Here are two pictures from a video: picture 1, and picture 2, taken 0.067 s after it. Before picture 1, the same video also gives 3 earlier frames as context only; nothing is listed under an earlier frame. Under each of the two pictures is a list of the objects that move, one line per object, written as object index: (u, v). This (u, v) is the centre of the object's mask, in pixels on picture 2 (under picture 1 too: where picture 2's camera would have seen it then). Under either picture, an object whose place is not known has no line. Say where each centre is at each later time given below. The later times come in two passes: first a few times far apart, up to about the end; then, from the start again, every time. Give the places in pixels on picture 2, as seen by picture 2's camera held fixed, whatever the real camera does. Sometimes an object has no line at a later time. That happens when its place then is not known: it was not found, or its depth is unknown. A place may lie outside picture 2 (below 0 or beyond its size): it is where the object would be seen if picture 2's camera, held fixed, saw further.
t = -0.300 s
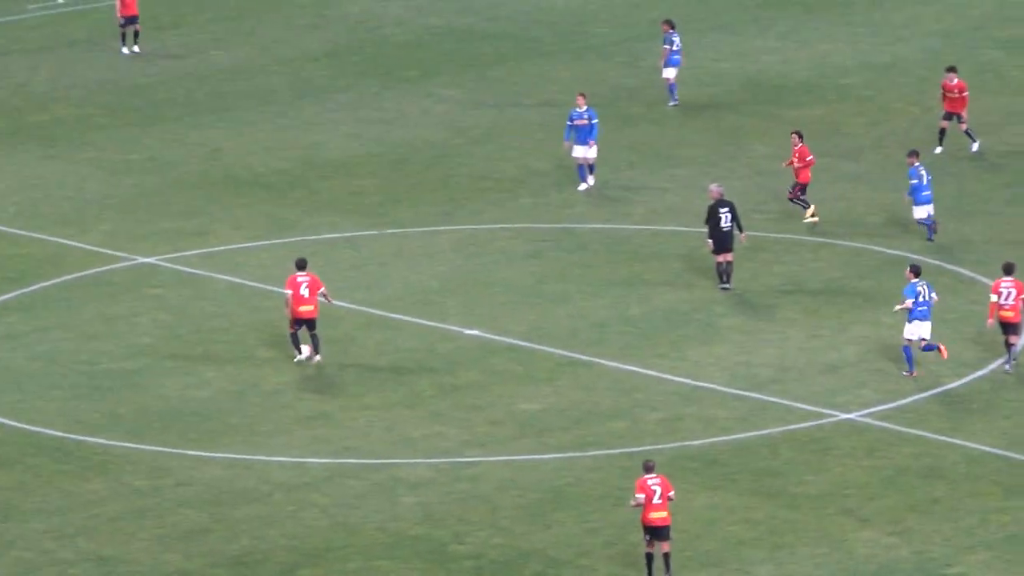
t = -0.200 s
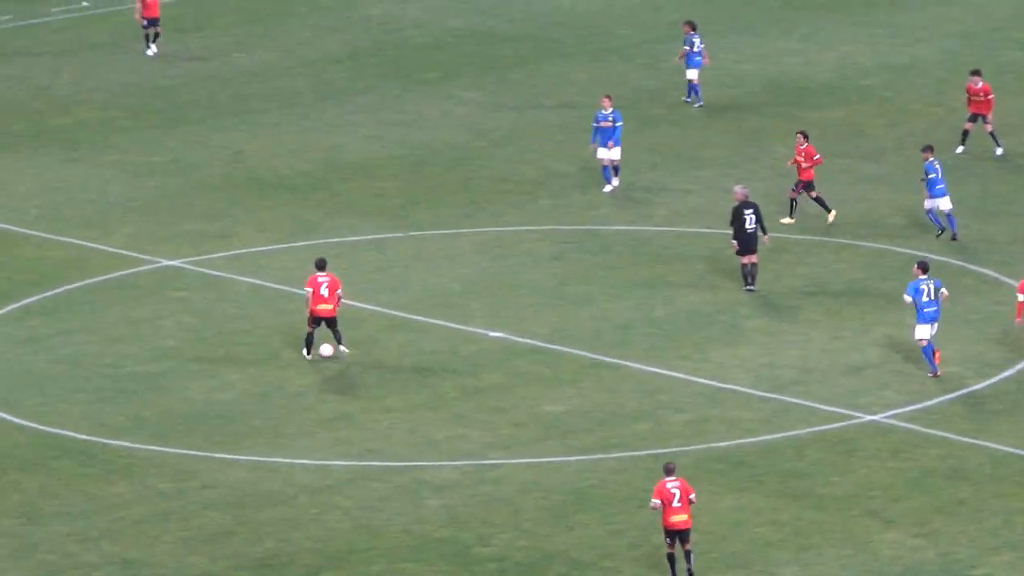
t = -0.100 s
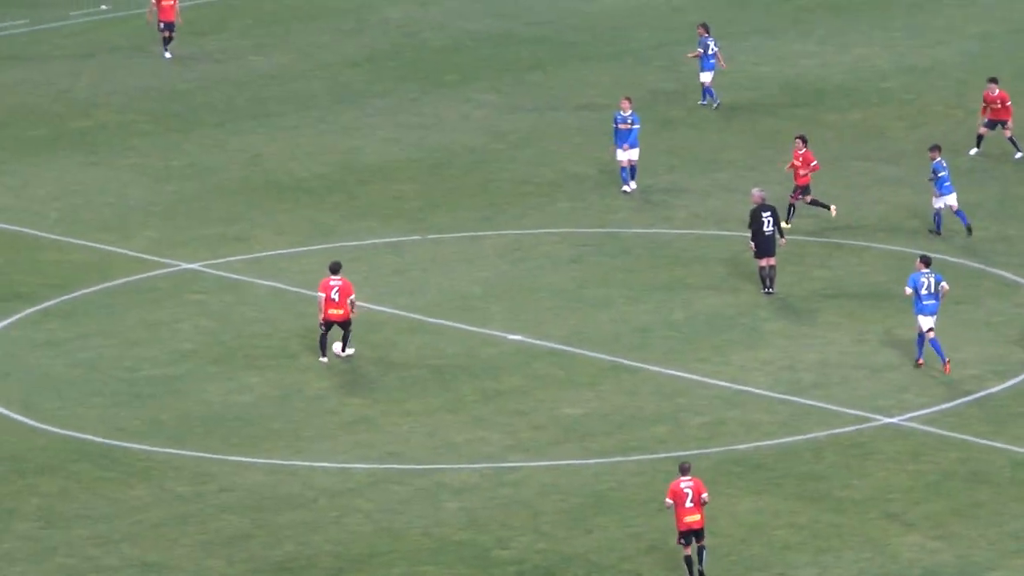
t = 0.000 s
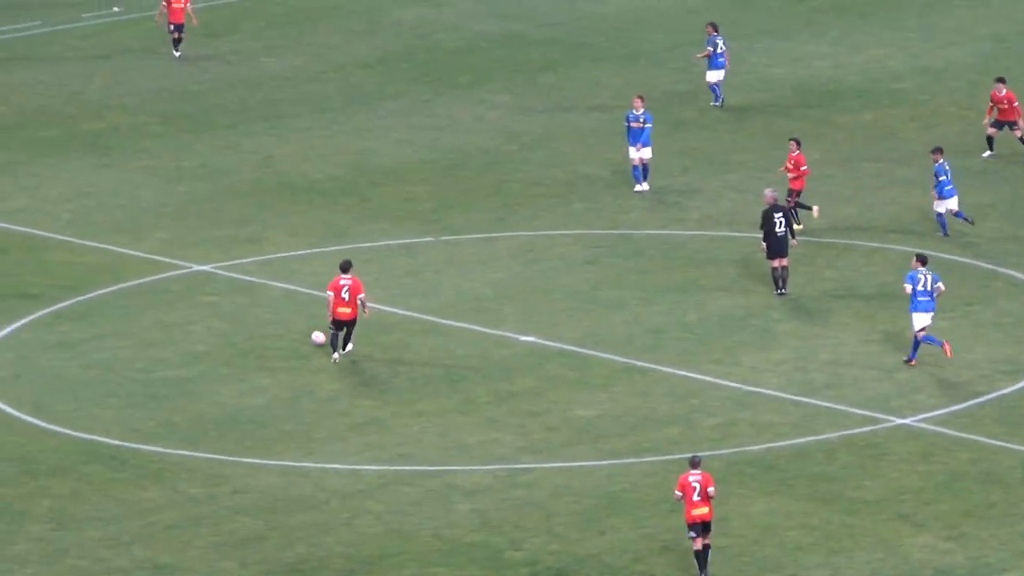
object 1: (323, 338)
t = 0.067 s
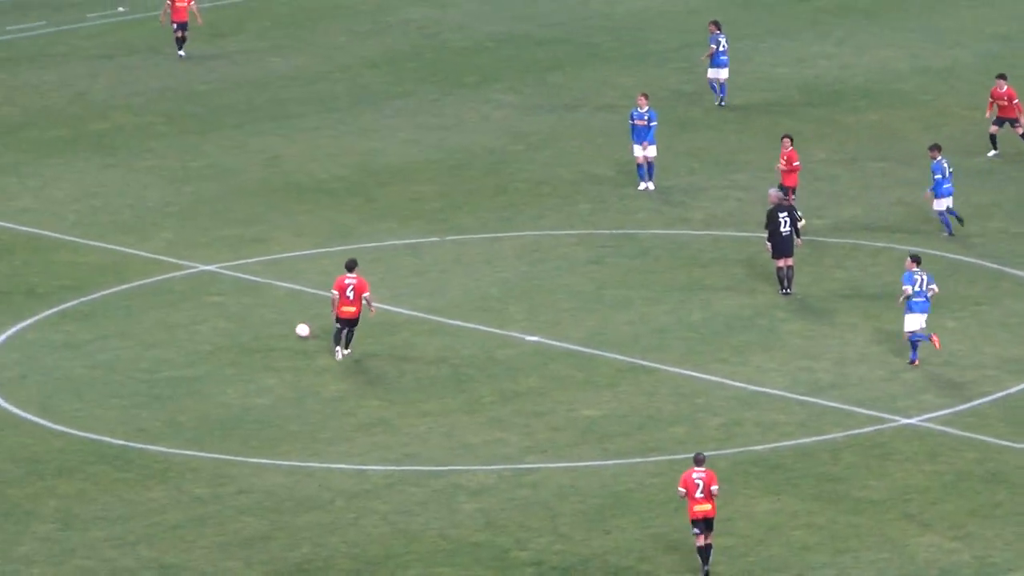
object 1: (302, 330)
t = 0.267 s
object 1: (245, 309)
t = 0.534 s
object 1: (180, 288)
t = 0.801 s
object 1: (127, 270)
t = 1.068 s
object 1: (85, 257)
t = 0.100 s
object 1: (293, 327)
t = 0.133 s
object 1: (282, 324)
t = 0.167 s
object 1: (273, 320)
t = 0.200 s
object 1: (263, 316)
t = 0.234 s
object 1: (254, 312)
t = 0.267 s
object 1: (245, 309)
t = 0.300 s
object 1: (236, 307)
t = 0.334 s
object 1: (227, 304)
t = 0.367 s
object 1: (219, 300)
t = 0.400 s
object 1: (211, 297)
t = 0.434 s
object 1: (202, 295)
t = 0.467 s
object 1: (195, 293)
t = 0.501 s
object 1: (188, 290)
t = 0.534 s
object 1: (180, 288)
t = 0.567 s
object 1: (173, 286)
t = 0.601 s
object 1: (166, 283)
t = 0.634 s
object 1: (159, 280)
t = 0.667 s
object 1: (152, 279)
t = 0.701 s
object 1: (145, 276)
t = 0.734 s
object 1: (140, 274)
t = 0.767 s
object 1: (133, 272)
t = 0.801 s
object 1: (127, 270)
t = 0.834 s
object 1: (122, 269)
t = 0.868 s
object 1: (116, 267)
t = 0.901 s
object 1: (111, 265)
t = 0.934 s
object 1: (105, 263)
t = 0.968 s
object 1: (100, 262)
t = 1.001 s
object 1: (95, 260)
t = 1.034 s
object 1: (90, 258)
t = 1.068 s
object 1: (85, 257)
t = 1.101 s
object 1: (80, 255)
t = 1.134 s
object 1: (75, 253)
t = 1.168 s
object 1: (70, 251)
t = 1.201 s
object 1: (65, 249)
